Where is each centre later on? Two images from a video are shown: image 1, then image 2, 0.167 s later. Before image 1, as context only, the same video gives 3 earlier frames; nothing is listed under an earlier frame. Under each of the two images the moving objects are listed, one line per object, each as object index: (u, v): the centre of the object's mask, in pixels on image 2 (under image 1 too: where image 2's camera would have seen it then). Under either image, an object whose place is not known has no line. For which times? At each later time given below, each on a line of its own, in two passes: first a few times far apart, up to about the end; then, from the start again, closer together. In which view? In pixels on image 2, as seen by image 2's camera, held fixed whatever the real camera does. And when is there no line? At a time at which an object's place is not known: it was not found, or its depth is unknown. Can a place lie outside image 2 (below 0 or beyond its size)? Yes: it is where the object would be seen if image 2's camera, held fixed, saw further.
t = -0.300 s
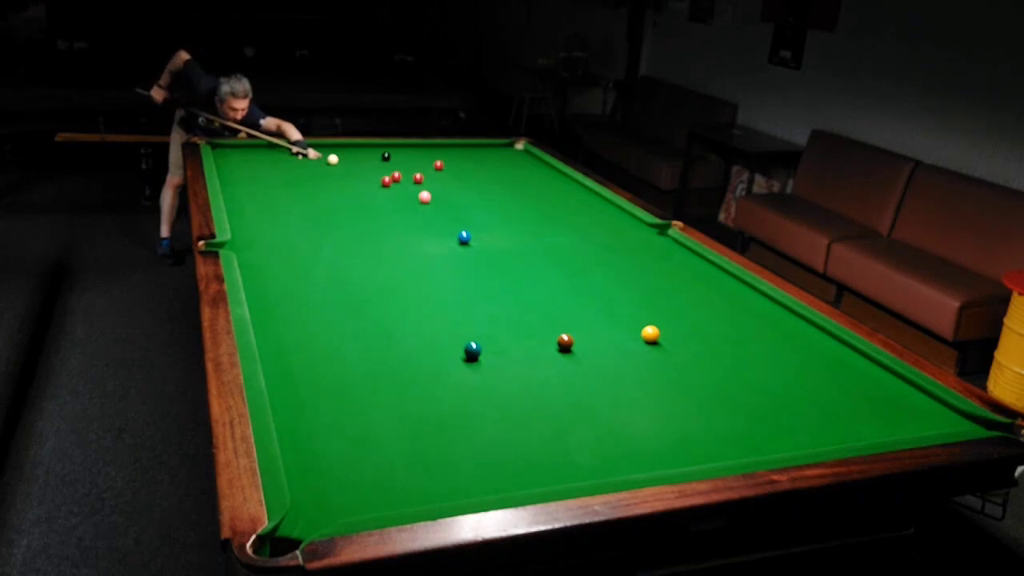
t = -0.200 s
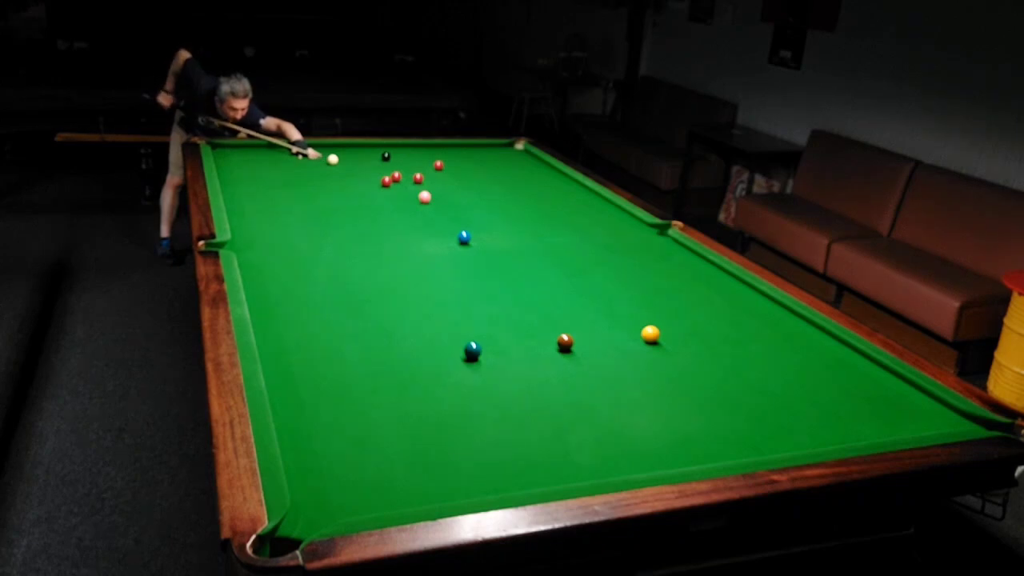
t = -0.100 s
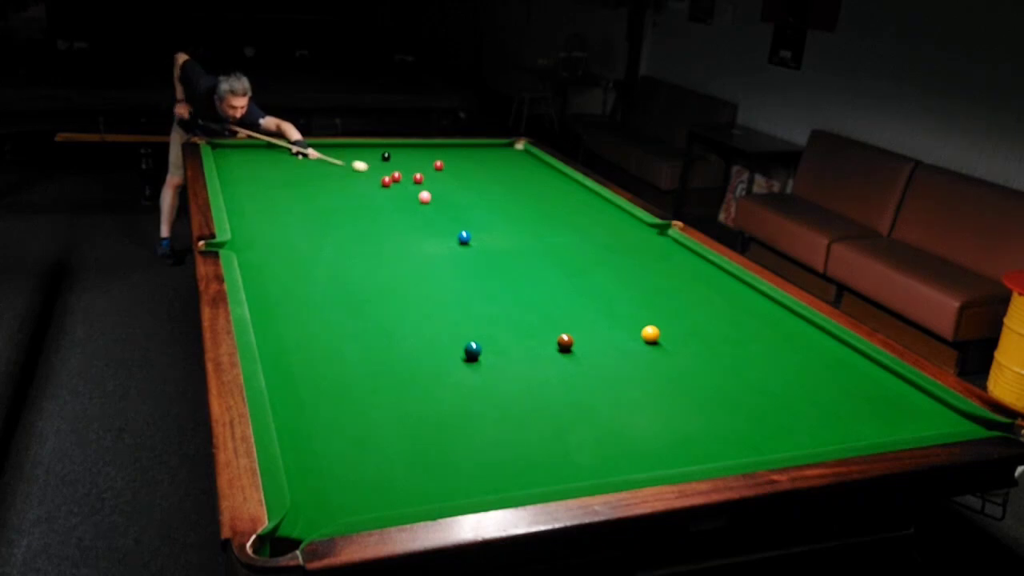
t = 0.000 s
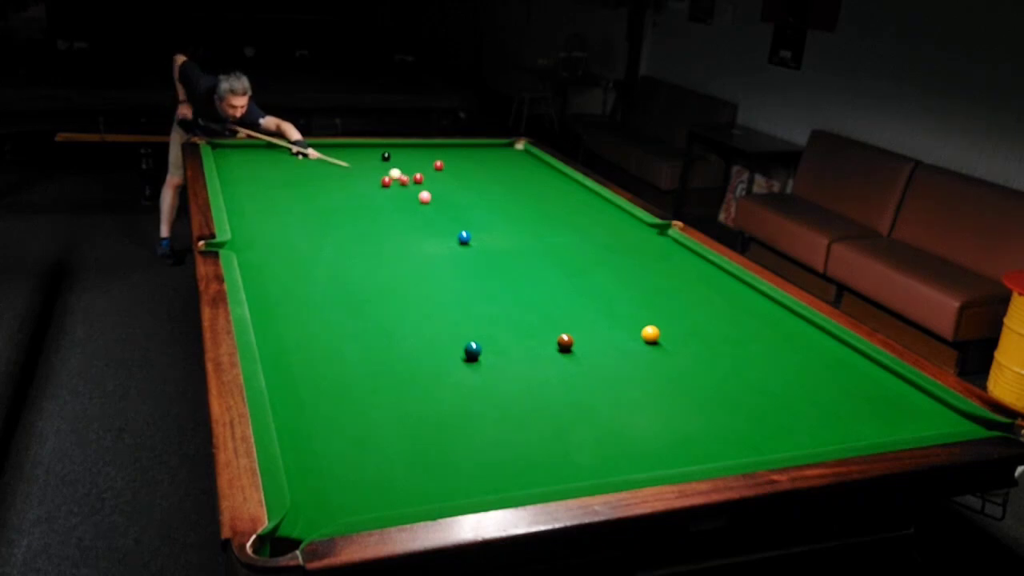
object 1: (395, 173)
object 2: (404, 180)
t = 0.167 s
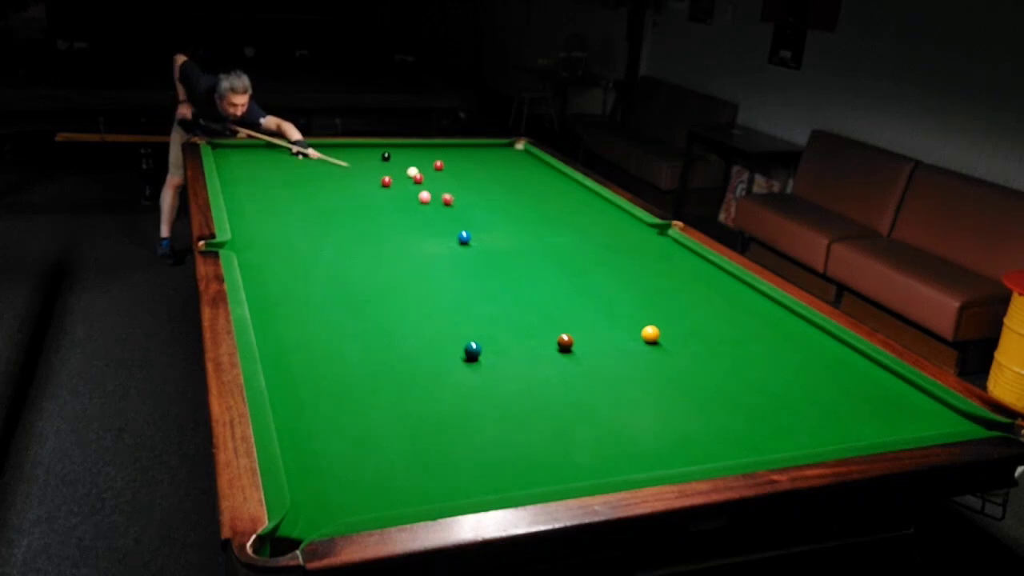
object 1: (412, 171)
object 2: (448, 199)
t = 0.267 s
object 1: (422, 170)
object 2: (471, 210)
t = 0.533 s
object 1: (446, 169)
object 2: (541, 240)
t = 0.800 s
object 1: (467, 166)
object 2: (623, 276)
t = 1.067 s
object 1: (487, 164)
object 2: (725, 320)
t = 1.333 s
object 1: (506, 163)
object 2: (852, 375)
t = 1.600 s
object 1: (522, 161)
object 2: (988, 425)
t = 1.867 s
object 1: (537, 159)
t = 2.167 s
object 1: (527, 158)
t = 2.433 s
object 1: (515, 157)
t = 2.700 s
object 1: (504, 156)
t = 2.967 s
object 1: (495, 155)
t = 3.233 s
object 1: (487, 155)
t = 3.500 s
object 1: (480, 154)
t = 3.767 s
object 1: (475, 154)
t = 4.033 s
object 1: (471, 153)
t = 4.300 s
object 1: (468, 153)
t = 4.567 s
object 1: (466, 153)
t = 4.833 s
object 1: (466, 153)
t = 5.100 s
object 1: (466, 153)
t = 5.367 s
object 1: (466, 153)
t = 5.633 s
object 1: (466, 153)
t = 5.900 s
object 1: (466, 153)
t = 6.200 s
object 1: (466, 153)
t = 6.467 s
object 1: (466, 153)
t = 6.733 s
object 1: (466, 153)
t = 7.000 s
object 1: (466, 153)
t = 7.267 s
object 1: (466, 153)
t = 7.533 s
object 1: (466, 153)
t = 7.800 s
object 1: (466, 153)
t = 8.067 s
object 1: (466, 153)
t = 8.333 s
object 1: (466, 153)
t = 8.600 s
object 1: (466, 153)
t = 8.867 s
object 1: (466, 153)
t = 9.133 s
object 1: (466, 153)
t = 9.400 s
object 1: (466, 153)
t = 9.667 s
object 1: (466, 153)
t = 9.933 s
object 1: (466, 153)
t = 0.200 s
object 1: (415, 170)
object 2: (455, 203)
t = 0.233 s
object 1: (419, 170)
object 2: (463, 206)
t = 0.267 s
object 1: (422, 170)
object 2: (471, 210)
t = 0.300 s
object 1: (425, 170)
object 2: (479, 213)
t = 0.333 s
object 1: (428, 170)
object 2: (488, 217)
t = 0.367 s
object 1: (431, 170)
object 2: (496, 220)
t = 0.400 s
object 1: (434, 170)
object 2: (504, 224)
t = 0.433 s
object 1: (437, 170)
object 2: (513, 228)
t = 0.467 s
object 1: (440, 169)
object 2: (522, 232)
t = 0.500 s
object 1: (443, 169)
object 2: (531, 236)
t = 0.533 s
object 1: (446, 169)
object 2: (541, 240)
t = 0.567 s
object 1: (449, 168)
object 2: (550, 244)
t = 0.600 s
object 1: (451, 168)
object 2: (560, 248)
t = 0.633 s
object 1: (454, 168)
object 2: (570, 253)
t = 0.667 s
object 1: (457, 167)
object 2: (580, 257)
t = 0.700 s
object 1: (460, 167)
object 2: (590, 262)
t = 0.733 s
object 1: (462, 167)
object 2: (601, 266)
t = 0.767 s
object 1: (465, 167)
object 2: (612, 271)
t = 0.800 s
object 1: (467, 166)
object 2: (623, 276)
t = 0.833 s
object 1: (470, 166)
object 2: (635, 281)
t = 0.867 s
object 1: (473, 166)
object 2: (646, 286)
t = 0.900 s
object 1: (475, 166)
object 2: (658, 291)
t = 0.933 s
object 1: (478, 165)
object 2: (671, 297)
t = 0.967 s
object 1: (480, 165)
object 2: (683, 302)
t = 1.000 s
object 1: (483, 165)
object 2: (697, 308)
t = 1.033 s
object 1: (485, 164)
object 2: (711, 314)
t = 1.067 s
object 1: (487, 164)
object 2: (725, 320)
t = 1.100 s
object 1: (490, 164)
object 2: (739, 327)
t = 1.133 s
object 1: (492, 164)
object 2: (754, 333)
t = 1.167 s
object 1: (494, 164)
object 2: (769, 340)
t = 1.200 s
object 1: (497, 164)
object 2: (785, 346)
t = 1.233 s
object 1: (499, 163)
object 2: (801, 354)
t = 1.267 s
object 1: (501, 163)
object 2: (817, 361)
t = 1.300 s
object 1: (503, 163)
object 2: (834, 368)
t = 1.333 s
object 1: (506, 163)
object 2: (852, 375)
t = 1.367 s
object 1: (508, 162)
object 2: (870, 384)
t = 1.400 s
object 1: (510, 162)
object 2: (889, 392)
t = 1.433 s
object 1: (512, 162)
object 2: (908, 400)
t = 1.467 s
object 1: (514, 162)
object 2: (928, 409)
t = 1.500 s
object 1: (516, 161)
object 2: (949, 417)
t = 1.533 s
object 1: (518, 161)
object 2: (970, 423)
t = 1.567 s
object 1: (520, 161)
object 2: (983, 424)
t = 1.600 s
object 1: (522, 161)
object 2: (988, 425)
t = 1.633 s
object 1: (524, 161)
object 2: (994, 429)
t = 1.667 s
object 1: (526, 161)
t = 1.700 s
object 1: (528, 160)
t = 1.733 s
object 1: (530, 160)
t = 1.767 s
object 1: (531, 160)
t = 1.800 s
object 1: (533, 160)
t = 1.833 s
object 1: (535, 159)
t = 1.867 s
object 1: (537, 159)
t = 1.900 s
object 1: (538, 159)
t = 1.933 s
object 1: (538, 159)
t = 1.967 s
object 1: (536, 159)
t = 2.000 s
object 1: (535, 159)
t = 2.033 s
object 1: (533, 159)
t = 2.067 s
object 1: (532, 158)
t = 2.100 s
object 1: (530, 158)
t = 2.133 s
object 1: (528, 158)
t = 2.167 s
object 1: (527, 158)
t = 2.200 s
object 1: (525, 158)
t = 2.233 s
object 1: (524, 158)
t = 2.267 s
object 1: (522, 158)
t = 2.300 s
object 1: (521, 158)
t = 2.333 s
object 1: (519, 158)
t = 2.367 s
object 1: (518, 158)
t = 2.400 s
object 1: (516, 157)
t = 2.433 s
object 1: (515, 157)
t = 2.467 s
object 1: (514, 157)
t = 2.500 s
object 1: (512, 157)
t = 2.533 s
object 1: (511, 157)
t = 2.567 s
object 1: (509, 157)
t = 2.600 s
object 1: (508, 157)
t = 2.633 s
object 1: (507, 157)
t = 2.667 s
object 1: (506, 156)
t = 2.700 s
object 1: (504, 156)
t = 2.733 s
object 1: (503, 156)
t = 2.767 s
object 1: (502, 156)
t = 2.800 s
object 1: (501, 156)
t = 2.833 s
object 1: (500, 156)
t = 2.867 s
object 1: (498, 156)
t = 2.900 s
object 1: (497, 156)
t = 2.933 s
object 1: (496, 155)
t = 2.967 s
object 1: (495, 155)
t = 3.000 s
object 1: (494, 155)
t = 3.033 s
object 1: (493, 155)
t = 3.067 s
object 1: (492, 155)
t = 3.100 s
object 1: (491, 155)
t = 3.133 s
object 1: (490, 155)
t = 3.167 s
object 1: (489, 155)
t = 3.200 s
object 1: (488, 154)
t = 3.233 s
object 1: (487, 155)
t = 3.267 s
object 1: (486, 154)
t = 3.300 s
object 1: (485, 154)
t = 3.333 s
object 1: (485, 154)
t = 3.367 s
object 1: (484, 154)
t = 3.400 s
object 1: (483, 154)
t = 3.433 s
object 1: (482, 154)
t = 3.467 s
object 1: (481, 154)
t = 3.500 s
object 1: (480, 154)
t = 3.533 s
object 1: (479, 154)
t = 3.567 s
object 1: (479, 154)
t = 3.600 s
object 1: (478, 154)
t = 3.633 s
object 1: (477, 154)
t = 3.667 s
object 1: (477, 154)
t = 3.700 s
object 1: (476, 154)
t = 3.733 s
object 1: (475, 154)
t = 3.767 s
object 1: (475, 154)
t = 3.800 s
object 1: (474, 154)
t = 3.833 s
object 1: (474, 154)
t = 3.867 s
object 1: (473, 154)
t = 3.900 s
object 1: (472, 154)
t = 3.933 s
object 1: (472, 154)
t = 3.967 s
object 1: (471, 154)
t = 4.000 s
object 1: (471, 154)
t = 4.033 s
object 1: (471, 153)
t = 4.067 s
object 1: (470, 153)
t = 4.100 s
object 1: (470, 153)
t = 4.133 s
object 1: (469, 153)
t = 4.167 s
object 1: (469, 153)
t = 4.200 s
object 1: (468, 153)
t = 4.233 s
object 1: (468, 153)
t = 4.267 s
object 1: (468, 153)
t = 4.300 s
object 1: (468, 153)
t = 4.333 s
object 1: (467, 153)
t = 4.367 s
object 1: (467, 153)
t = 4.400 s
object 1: (467, 153)
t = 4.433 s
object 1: (467, 153)
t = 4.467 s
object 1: (466, 153)
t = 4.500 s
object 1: (466, 153)
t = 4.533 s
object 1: (466, 153)
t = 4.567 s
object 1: (466, 153)
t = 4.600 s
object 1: (466, 153)
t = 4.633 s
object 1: (466, 153)
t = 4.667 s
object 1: (466, 153)
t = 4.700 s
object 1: (466, 153)
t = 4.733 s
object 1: (466, 153)
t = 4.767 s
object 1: (466, 153)
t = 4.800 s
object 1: (466, 153)
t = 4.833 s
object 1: (466, 153)
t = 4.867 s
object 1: (466, 153)
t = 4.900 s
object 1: (466, 153)
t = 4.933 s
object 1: (466, 153)
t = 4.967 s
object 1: (466, 153)
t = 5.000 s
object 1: (466, 153)
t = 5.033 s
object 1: (466, 153)
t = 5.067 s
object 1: (466, 153)
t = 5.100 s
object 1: (466, 153)
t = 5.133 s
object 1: (466, 153)
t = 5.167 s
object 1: (466, 153)
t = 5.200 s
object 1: (466, 153)
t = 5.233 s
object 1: (466, 153)
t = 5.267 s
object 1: (466, 153)
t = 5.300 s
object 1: (466, 153)
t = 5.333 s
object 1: (466, 153)
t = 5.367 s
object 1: (466, 153)
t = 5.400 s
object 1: (466, 153)
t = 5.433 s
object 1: (466, 153)
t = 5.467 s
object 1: (466, 153)
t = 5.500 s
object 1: (466, 153)
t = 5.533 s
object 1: (466, 153)
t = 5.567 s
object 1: (466, 153)
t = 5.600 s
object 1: (466, 153)
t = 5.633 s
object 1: (466, 153)
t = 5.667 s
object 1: (466, 153)
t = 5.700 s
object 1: (466, 153)
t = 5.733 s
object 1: (466, 153)
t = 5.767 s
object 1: (466, 153)
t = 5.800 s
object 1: (466, 153)
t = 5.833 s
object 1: (466, 153)
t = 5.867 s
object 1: (466, 153)
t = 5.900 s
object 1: (466, 153)
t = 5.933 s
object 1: (466, 153)
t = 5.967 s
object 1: (466, 153)
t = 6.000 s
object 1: (466, 153)
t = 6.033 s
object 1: (466, 153)
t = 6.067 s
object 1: (466, 153)
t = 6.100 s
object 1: (466, 153)
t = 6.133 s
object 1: (466, 153)
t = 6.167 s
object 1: (466, 153)
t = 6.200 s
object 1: (466, 153)
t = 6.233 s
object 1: (466, 153)
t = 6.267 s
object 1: (466, 153)
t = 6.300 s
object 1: (466, 153)
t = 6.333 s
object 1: (466, 153)
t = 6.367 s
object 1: (466, 153)
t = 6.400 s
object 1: (466, 153)
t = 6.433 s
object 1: (466, 153)
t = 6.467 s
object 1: (466, 153)
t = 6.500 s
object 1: (466, 153)
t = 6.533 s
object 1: (466, 153)
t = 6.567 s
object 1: (466, 153)
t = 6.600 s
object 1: (466, 153)
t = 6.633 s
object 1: (466, 153)
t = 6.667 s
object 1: (466, 153)
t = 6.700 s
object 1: (466, 153)
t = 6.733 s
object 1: (466, 153)
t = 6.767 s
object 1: (466, 153)
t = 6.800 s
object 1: (466, 153)
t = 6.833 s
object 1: (466, 153)
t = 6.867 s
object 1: (466, 153)
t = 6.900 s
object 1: (466, 153)
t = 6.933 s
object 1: (466, 153)
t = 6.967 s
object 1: (466, 153)
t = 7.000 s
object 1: (466, 153)
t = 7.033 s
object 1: (466, 153)
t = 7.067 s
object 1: (466, 153)
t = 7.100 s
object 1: (466, 153)
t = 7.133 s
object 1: (466, 153)
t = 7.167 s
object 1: (466, 153)
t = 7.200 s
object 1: (466, 153)
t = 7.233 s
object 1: (466, 153)
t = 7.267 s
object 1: (466, 153)
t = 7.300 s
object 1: (466, 153)
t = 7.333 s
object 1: (466, 153)
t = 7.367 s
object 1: (466, 153)
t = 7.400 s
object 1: (466, 153)
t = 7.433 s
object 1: (466, 153)
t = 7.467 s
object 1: (466, 153)
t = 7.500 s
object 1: (466, 153)
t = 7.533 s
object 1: (466, 153)
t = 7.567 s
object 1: (466, 153)
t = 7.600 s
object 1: (466, 153)
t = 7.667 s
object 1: (466, 153)
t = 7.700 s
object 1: (466, 153)
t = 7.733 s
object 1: (466, 153)
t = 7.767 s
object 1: (466, 153)
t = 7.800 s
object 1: (466, 153)
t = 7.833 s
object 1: (466, 153)
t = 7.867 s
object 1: (466, 153)
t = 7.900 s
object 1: (466, 153)
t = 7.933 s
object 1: (466, 153)
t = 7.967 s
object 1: (466, 153)
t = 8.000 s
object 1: (466, 153)
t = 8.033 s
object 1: (466, 153)
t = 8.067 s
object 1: (466, 153)
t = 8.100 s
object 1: (466, 153)
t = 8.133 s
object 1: (466, 153)
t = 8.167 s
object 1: (466, 153)
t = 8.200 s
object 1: (466, 153)
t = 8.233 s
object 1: (466, 153)
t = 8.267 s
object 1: (466, 153)
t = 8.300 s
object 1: (466, 153)
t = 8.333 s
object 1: (466, 153)
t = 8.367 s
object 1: (466, 153)
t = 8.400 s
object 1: (466, 153)
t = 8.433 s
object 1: (466, 153)
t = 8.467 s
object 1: (466, 153)
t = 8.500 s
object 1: (466, 153)
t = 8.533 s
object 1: (466, 153)
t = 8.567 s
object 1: (466, 153)
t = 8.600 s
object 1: (466, 153)
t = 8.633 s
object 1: (466, 153)
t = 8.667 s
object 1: (466, 153)
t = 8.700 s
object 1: (466, 153)
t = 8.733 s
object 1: (466, 153)
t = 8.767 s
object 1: (466, 153)
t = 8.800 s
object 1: (466, 153)
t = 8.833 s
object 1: (466, 153)
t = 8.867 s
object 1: (466, 153)
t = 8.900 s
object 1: (466, 153)
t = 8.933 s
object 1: (466, 153)
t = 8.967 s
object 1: (466, 153)
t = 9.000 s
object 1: (466, 153)
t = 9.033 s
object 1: (466, 153)
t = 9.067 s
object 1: (466, 153)
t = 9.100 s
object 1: (466, 153)
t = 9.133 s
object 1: (466, 153)
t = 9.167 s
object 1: (466, 153)
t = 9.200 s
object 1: (466, 153)
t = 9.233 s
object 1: (466, 153)
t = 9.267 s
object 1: (466, 153)
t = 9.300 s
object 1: (466, 153)
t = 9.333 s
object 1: (466, 153)
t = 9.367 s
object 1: (466, 153)
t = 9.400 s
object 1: (466, 153)
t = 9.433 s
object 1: (466, 153)
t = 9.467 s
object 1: (466, 153)
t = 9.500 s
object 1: (466, 153)
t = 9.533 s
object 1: (466, 153)
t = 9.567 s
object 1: (466, 153)
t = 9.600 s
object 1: (466, 153)
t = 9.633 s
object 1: (466, 153)
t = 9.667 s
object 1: (466, 153)
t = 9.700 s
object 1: (466, 153)
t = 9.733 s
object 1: (466, 153)
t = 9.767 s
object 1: (466, 153)
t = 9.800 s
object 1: (466, 153)
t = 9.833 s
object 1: (466, 153)
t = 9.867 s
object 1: (466, 153)
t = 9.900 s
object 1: (466, 153)
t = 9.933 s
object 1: (466, 153)
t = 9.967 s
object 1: (466, 153)
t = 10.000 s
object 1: (466, 153)
